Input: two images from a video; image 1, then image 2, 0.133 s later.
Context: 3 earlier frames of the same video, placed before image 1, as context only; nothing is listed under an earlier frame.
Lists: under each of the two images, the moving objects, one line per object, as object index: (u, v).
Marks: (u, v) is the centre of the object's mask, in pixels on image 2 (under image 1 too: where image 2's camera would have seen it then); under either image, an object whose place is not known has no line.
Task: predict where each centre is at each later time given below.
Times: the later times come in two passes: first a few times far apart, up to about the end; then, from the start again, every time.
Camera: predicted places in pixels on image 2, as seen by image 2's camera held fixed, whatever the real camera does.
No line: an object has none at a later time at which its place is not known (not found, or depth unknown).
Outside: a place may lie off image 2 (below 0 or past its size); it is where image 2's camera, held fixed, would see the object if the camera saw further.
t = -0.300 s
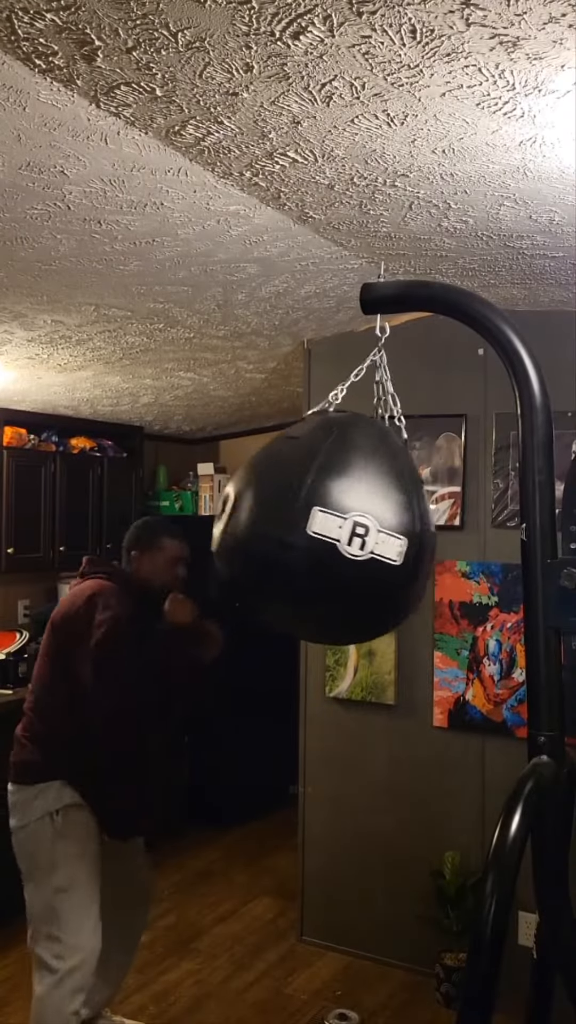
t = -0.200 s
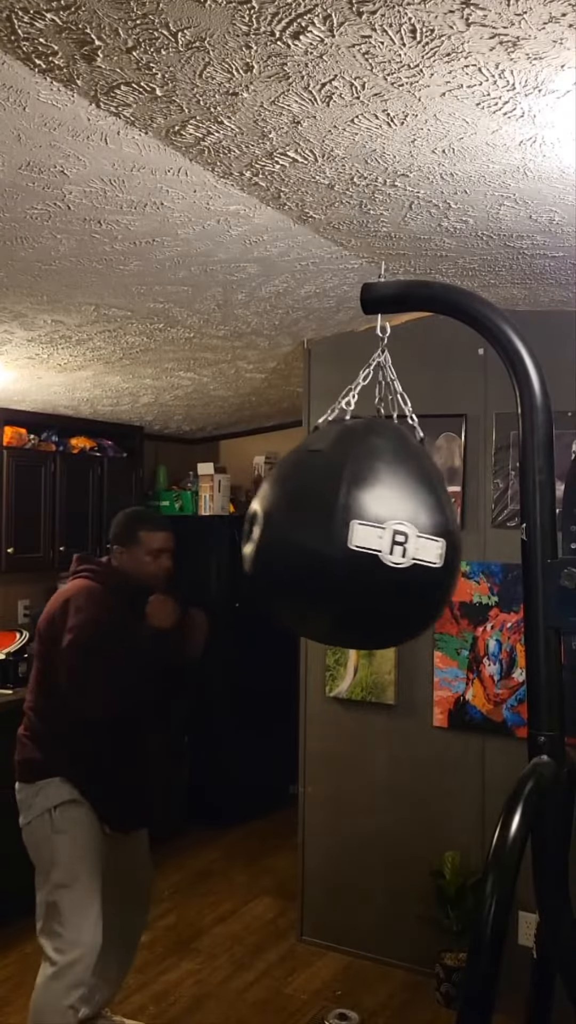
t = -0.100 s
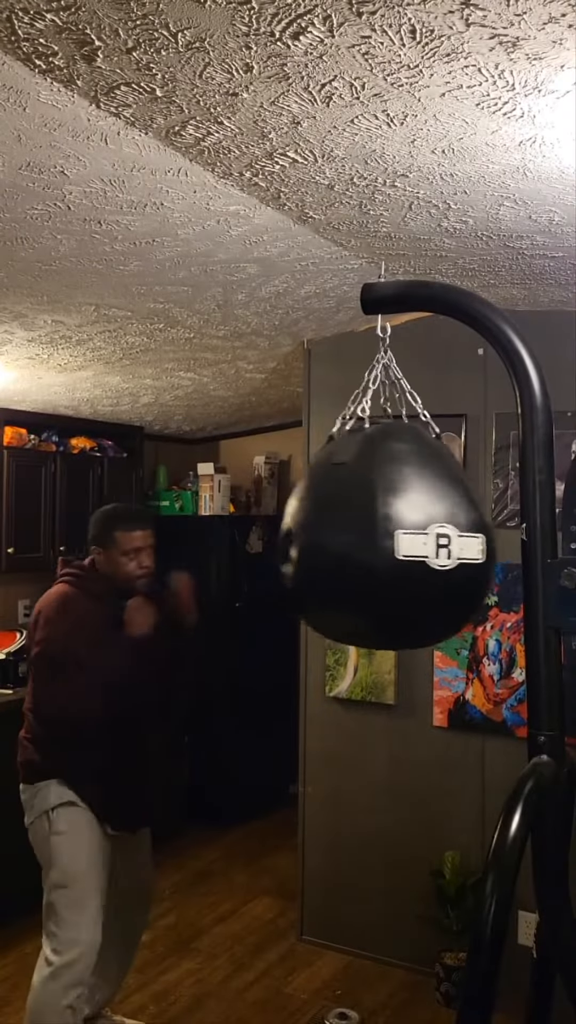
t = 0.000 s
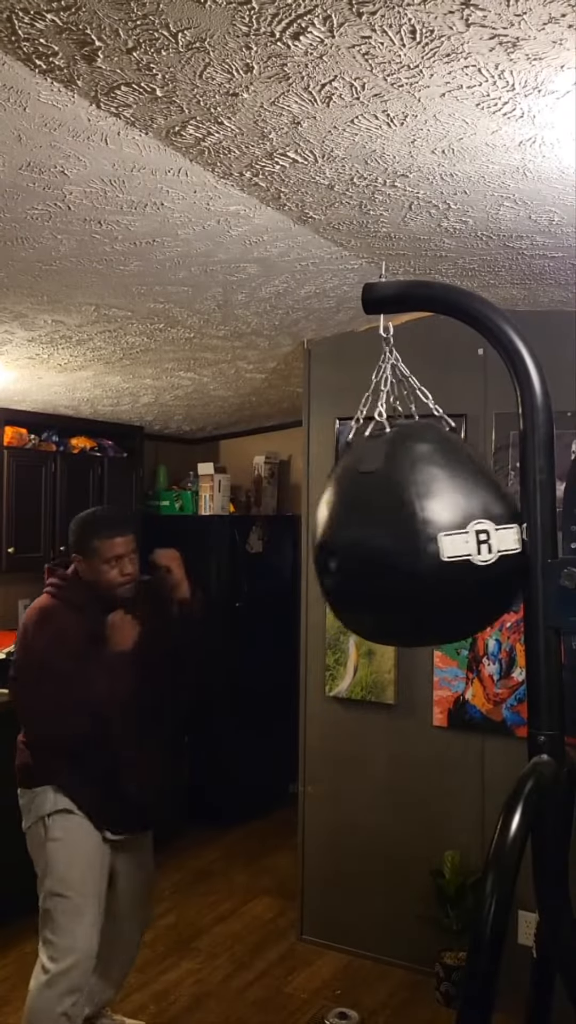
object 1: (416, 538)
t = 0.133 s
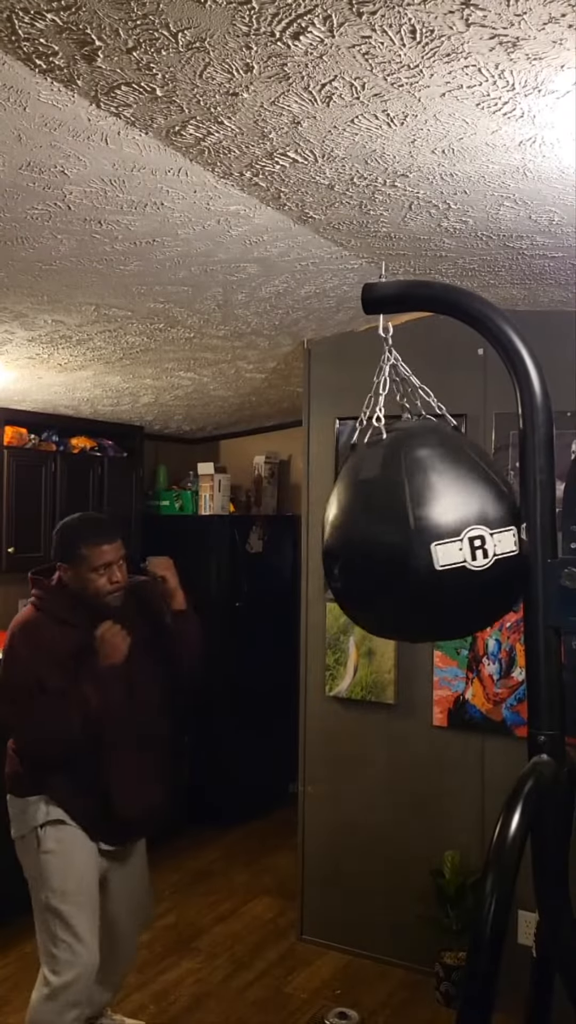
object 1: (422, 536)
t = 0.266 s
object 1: (413, 536)
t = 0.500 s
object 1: (379, 537)
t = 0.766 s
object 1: (341, 534)
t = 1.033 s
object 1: (346, 536)
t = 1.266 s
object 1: (387, 540)
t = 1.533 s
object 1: (416, 538)
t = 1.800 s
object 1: (395, 540)
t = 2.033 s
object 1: (361, 538)
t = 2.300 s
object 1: (346, 538)
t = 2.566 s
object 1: (370, 539)
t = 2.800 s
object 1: (403, 539)
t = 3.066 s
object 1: (404, 541)
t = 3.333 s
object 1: (376, 539)
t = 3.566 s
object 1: (356, 538)
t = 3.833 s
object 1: (358, 540)
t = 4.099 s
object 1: (385, 539)
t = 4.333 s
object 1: (402, 539)
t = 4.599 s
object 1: (395, 540)
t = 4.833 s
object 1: (374, 539)
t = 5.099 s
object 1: (357, 539)
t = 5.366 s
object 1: (366, 540)
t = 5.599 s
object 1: (389, 539)
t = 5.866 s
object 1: (403, 539)
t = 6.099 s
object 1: (393, 540)
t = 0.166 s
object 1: (421, 535)
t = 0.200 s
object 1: (419, 535)
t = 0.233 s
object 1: (415, 536)
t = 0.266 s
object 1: (413, 536)
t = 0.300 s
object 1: (409, 536)
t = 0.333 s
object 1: (406, 536)
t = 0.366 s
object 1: (401, 537)
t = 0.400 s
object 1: (396, 536)
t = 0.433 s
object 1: (390, 536)
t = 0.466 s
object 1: (385, 537)
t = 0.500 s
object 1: (379, 537)
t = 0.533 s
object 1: (373, 537)
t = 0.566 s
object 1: (368, 537)
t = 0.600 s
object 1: (363, 537)
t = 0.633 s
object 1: (358, 536)
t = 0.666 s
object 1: (353, 536)
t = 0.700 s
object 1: (349, 536)
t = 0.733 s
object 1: (345, 535)
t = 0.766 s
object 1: (341, 534)
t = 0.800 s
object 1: (338, 534)
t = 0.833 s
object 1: (336, 534)
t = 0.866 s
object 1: (336, 533)
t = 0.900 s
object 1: (336, 533)
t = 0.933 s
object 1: (338, 533)
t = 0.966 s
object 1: (340, 534)
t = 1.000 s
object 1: (343, 535)
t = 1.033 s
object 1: (346, 536)
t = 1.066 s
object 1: (351, 537)
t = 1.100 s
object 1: (356, 538)
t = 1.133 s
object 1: (362, 538)
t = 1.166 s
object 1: (367, 540)
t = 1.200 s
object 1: (373, 540)
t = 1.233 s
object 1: (381, 540)
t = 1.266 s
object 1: (387, 540)
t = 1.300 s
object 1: (394, 540)
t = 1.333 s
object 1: (400, 540)
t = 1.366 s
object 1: (405, 539)
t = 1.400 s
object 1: (409, 539)
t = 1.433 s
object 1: (413, 538)
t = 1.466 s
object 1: (414, 538)
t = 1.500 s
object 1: (415, 538)
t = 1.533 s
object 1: (416, 538)
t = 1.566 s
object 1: (416, 538)
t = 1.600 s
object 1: (415, 537)
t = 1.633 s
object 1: (413, 537)
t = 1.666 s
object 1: (410, 538)
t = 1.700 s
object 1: (407, 538)
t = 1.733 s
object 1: (404, 538)
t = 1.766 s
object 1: (400, 540)
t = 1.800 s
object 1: (395, 540)
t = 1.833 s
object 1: (390, 540)
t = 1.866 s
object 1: (384, 539)
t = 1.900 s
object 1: (380, 540)
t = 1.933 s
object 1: (375, 540)
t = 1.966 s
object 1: (370, 538)
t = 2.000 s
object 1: (366, 538)
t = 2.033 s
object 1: (361, 538)
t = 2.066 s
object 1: (357, 537)
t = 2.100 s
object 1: (353, 538)
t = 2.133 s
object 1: (350, 538)
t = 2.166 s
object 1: (349, 537)
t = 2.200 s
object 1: (347, 538)
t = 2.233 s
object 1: (346, 538)
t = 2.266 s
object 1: (346, 538)
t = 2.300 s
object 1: (346, 538)
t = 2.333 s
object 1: (347, 538)
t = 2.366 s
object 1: (349, 538)
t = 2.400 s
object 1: (351, 538)
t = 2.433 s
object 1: (354, 539)
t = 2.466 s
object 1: (357, 539)
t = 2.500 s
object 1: (361, 539)
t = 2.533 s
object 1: (365, 539)
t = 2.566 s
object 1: (370, 539)
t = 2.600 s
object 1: (376, 539)
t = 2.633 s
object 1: (381, 539)
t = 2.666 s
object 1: (386, 539)
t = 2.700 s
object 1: (390, 539)
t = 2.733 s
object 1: (395, 539)
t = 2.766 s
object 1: (399, 539)
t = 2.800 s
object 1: (403, 539)
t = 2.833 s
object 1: (406, 538)
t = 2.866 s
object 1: (408, 539)
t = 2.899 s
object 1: (409, 539)
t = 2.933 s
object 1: (410, 539)
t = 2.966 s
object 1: (409, 539)
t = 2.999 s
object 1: (408, 540)
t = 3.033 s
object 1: (406, 540)
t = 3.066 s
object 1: (404, 541)
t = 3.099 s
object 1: (401, 540)
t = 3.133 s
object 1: (398, 540)
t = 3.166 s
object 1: (395, 540)
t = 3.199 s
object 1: (391, 540)
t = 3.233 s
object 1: (387, 540)
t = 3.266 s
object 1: (383, 539)
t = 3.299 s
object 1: (379, 539)
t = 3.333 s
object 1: (376, 539)
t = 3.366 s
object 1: (373, 538)
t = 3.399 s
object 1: (369, 538)
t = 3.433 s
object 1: (366, 537)
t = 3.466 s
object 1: (363, 538)
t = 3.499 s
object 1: (360, 538)
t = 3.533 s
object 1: (358, 538)
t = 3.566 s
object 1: (356, 538)
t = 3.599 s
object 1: (354, 538)
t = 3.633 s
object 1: (353, 539)
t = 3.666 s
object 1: (352, 539)
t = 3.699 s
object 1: (353, 539)
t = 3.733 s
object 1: (353, 539)
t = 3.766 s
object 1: (354, 539)
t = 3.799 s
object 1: (356, 539)
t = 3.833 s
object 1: (358, 540)
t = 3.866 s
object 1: (360, 540)
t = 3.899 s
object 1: (363, 540)
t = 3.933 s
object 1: (366, 540)
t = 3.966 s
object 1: (369, 540)
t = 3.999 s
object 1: (373, 540)
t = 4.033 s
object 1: (377, 540)
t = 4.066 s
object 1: (381, 539)
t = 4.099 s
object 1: (385, 539)
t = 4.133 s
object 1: (388, 539)
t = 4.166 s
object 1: (392, 539)
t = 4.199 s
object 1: (395, 539)
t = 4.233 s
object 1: (397, 539)
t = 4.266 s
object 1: (399, 539)
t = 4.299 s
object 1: (401, 539)
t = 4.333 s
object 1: (402, 539)
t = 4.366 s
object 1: (403, 540)
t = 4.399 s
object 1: (403, 540)
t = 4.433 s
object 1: (403, 540)
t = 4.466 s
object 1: (402, 541)
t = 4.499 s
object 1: (401, 541)
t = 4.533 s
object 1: (400, 541)
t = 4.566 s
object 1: (398, 541)
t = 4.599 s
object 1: (395, 540)
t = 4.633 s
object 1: (392, 540)
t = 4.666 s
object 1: (390, 542)
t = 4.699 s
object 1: (387, 540)
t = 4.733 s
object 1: (383, 540)
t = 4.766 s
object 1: (380, 539)
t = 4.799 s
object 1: (377, 539)
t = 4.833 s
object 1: (374, 539)
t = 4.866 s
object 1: (371, 539)
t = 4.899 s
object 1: (368, 539)
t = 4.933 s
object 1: (365, 538)
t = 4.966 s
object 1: (363, 538)
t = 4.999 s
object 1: (361, 538)
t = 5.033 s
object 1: (359, 539)
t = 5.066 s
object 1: (358, 539)
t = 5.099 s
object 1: (357, 539)
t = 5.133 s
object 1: (357, 539)
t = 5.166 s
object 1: (357, 539)
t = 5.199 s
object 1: (357, 539)
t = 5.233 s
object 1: (358, 539)
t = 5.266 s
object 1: (359, 540)
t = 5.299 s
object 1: (361, 540)
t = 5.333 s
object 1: (363, 540)
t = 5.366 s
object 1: (366, 540)
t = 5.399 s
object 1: (368, 540)
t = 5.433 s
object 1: (372, 540)
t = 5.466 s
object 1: (375, 540)
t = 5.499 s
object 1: (379, 540)
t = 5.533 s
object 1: (382, 540)
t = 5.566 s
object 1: (385, 539)
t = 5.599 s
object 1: (389, 539)
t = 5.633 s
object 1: (392, 539)
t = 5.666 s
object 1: (395, 539)
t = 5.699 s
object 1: (397, 539)
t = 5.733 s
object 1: (399, 539)
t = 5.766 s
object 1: (401, 539)
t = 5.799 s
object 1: (402, 539)
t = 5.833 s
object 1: (402, 539)
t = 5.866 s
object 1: (403, 539)
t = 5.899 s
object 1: (403, 539)
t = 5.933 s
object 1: (402, 540)
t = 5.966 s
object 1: (401, 540)
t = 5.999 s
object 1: (400, 540)
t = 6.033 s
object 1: (398, 540)
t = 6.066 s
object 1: (395, 540)
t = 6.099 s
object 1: (393, 540)
